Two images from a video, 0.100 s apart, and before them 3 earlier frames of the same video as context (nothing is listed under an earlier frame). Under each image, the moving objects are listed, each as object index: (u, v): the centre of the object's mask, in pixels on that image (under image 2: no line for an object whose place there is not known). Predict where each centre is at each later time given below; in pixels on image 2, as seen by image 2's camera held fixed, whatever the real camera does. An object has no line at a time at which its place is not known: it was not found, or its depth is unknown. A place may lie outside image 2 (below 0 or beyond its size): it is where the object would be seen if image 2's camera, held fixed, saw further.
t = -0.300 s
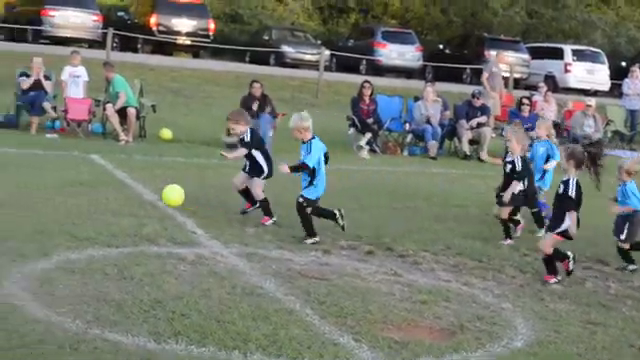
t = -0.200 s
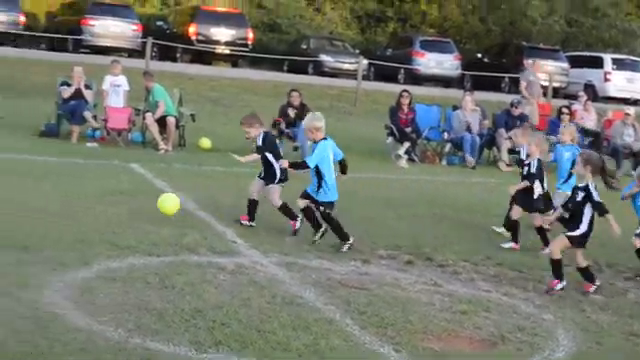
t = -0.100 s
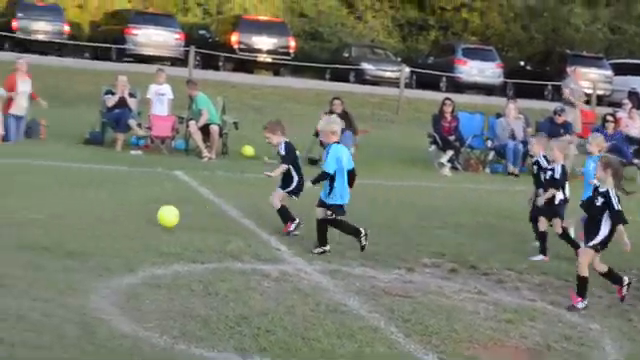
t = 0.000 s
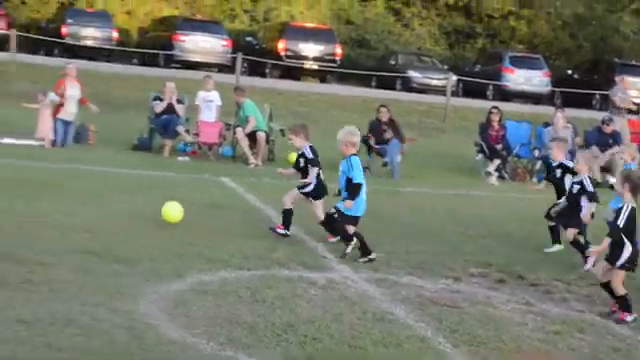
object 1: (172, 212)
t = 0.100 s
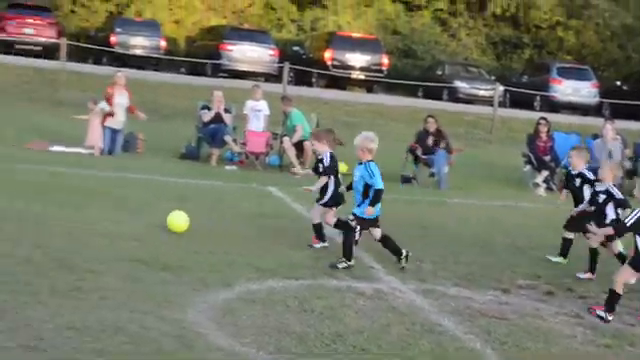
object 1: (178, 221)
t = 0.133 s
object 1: (163, 223)
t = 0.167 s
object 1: (150, 220)
